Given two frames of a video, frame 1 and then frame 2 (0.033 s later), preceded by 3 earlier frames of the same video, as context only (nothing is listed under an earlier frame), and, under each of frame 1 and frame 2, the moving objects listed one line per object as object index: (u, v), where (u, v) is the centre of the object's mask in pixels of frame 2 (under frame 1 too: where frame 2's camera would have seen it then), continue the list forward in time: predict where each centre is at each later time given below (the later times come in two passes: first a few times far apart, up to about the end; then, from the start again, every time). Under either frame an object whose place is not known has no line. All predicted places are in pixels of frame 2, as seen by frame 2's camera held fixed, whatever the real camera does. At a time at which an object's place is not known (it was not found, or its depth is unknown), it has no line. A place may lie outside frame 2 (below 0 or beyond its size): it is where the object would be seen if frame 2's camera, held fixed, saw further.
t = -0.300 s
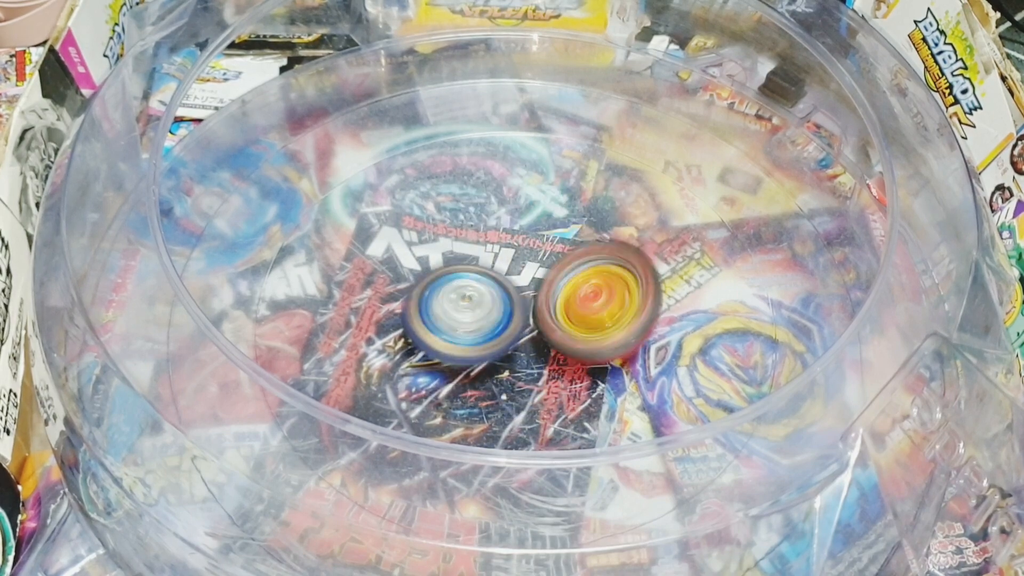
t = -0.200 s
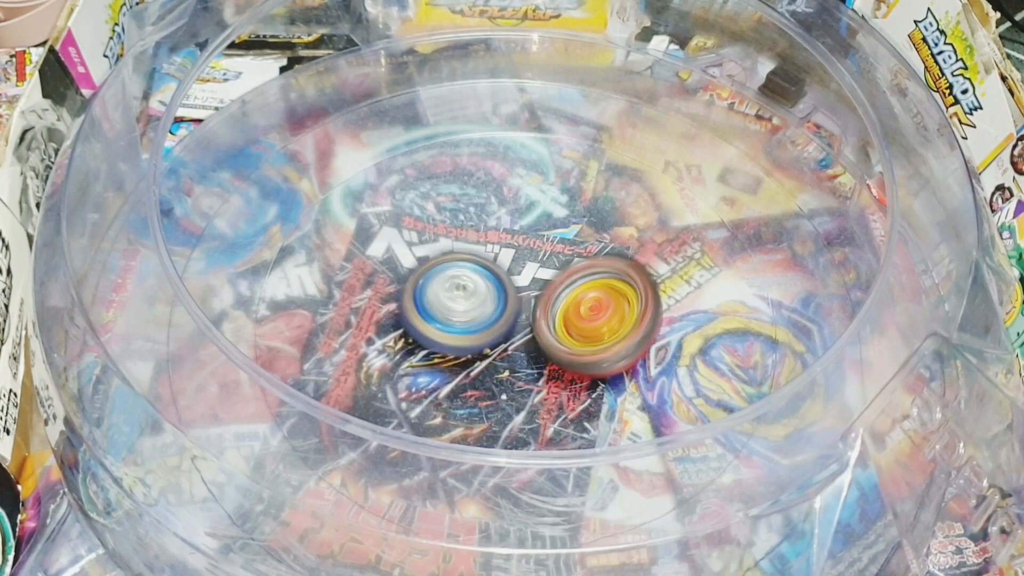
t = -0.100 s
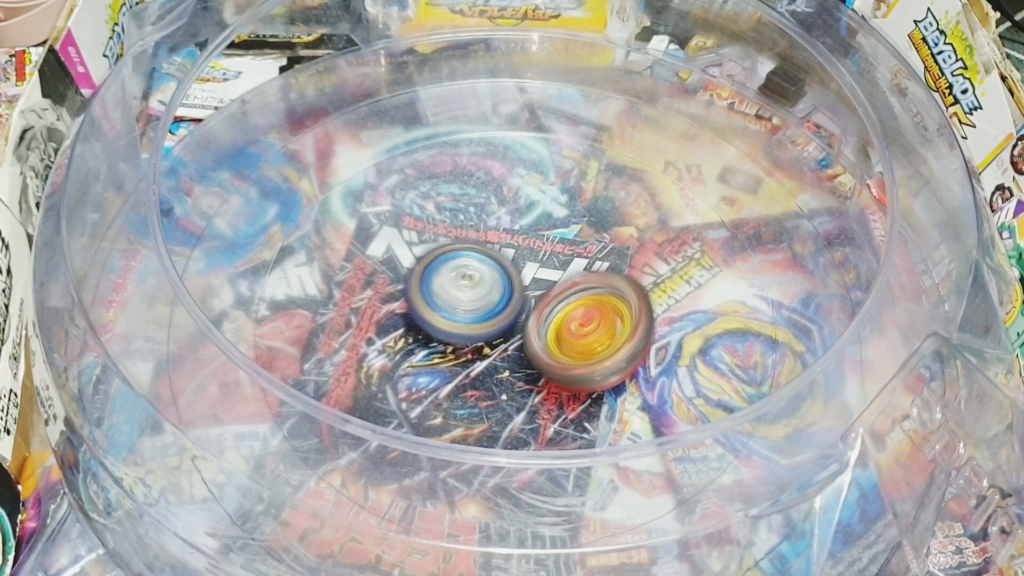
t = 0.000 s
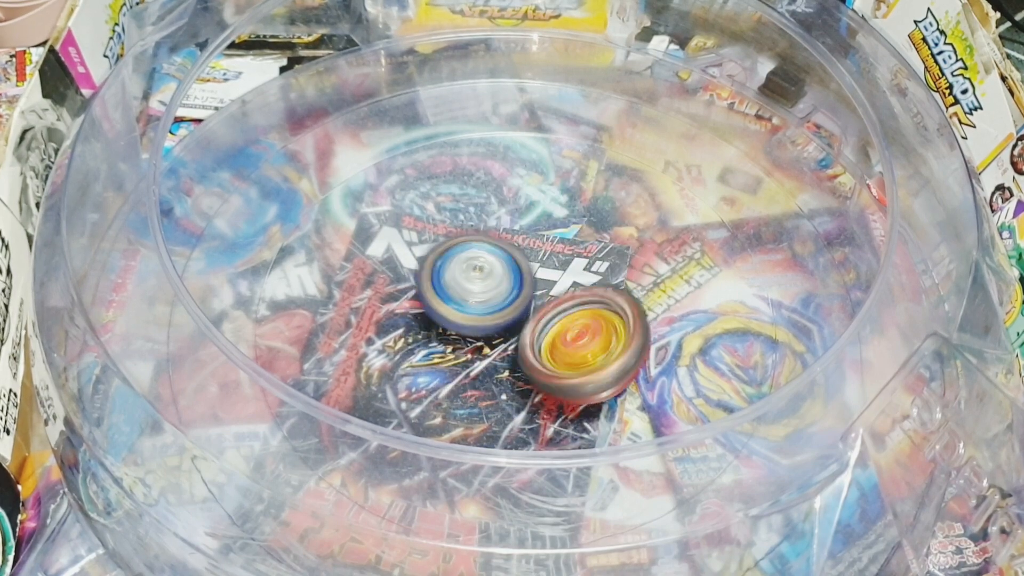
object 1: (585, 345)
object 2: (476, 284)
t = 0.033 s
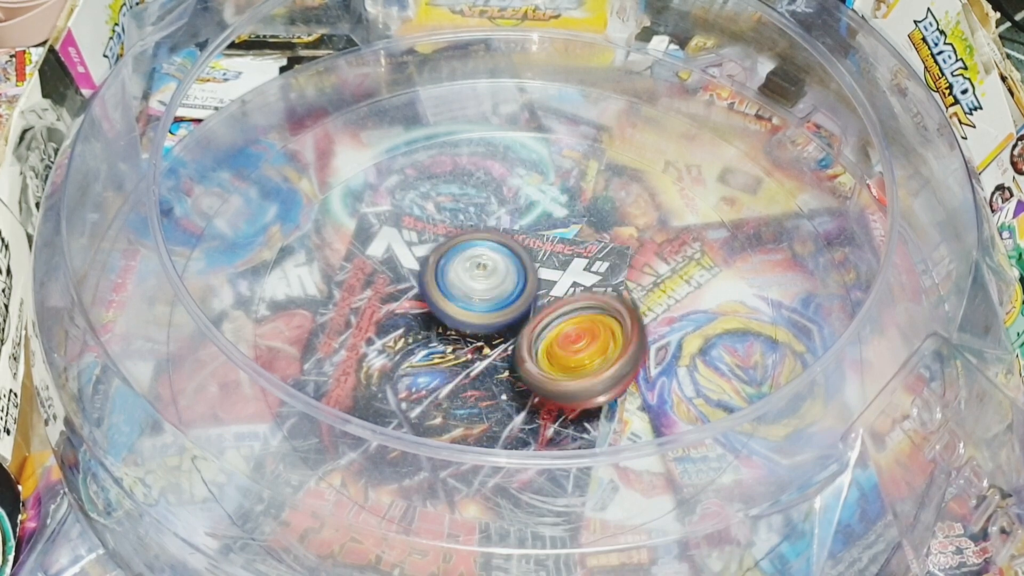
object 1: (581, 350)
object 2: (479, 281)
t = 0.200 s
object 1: (568, 363)
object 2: (490, 264)
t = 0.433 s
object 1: (534, 368)
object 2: (513, 264)
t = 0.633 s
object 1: (498, 370)
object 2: (529, 268)
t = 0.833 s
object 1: (467, 357)
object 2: (538, 270)
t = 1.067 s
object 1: (447, 333)
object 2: (555, 272)
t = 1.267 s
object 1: (441, 308)
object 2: (572, 285)
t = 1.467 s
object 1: (445, 283)
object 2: (580, 307)
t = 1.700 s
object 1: (465, 259)
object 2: (568, 334)
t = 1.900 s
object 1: (492, 247)
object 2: (550, 348)
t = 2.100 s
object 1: (524, 242)
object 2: (524, 359)
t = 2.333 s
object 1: (558, 250)
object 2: (494, 346)
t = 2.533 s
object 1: (584, 262)
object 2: (478, 334)
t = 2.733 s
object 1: (604, 283)
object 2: (467, 323)
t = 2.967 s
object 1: (606, 315)
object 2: (462, 312)
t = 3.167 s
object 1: (594, 342)
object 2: (466, 300)
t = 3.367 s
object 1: (569, 361)
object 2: (475, 286)
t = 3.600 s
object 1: (539, 369)
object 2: (499, 270)
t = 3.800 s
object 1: (504, 362)
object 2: (532, 261)
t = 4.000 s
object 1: (465, 348)
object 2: (558, 272)
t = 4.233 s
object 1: (444, 321)
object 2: (573, 296)
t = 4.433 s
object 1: (444, 298)
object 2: (578, 313)
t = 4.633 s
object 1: (458, 279)
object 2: (581, 329)
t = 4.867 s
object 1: (488, 261)
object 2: (571, 346)
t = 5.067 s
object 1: (516, 251)
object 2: (550, 357)
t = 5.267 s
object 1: (550, 248)
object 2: (522, 359)
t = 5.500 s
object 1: (577, 258)
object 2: (484, 353)
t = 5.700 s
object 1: (592, 285)
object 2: (470, 330)
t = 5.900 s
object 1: (598, 309)
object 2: (466, 310)
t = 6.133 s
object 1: (586, 337)
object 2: (470, 286)
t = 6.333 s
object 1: (557, 357)
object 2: (480, 272)
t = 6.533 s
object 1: (528, 368)
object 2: (502, 262)
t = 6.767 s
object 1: (500, 363)
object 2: (530, 260)
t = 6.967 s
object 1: (479, 350)
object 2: (556, 266)
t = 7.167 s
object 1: (461, 329)
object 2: (578, 272)
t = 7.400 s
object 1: (452, 305)
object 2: (592, 293)
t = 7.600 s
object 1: (461, 284)
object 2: (595, 315)
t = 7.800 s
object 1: (482, 267)
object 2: (583, 336)
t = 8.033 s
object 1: (510, 255)
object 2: (561, 355)
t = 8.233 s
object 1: (541, 254)
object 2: (530, 362)
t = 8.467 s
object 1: (564, 264)
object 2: (489, 361)
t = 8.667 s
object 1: (577, 284)
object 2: (467, 345)
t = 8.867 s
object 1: (584, 302)
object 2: (455, 327)
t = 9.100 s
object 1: (585, 320)
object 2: (450, 301)
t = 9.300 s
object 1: (573, 332)
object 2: (455, 280)
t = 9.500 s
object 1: (562, 339)
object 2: (466, 264)
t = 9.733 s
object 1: (546, 344)
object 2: (483, 246)
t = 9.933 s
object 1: (535, 354)
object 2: (506, 242)
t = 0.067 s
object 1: (578, 354)
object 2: (482, 279)
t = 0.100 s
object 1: (574, 357)
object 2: (486, 277)
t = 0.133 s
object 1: (574, 361)
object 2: (486, 271)
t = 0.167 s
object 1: (573, 362)
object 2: (487, 267)
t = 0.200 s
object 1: (568, 363)
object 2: (490, 264)
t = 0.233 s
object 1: (562, 363)
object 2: (495, 264)
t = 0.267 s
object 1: (555, 363)
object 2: (500, 266)
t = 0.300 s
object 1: (553, 367)
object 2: (501, 262)
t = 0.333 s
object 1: (550, 368)
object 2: (503, 260)
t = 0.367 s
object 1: (546, 368)
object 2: (505, 259)
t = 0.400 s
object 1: (540, 369)
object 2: (508, 260)
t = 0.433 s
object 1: (534, 368)
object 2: (513, 264)
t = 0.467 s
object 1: (527, 371)
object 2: (516, 264)
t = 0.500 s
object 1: (521, 373)
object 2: (520, 262)
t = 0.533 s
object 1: (515, 372)
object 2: (522, 263)
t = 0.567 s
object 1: (509, 371)
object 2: (525, 267)
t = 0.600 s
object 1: (504, 371)
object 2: (527, 267)
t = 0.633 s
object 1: (498, 370)
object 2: (529, 268)
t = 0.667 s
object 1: (493, 369)
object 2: (531, 269)
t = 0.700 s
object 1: (488, 367)
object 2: (533, 269)
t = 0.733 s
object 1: (483, 365)
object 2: (534, 269)
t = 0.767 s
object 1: (477, 363)
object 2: (535, 269)
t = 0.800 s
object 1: (472, 360)
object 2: (537, 270)
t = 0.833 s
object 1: (467, 357)
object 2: (538, 270)
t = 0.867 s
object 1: (463, 356)
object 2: (542, 267)
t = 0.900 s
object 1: (459, 353)
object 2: (543, 267)
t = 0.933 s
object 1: (457, 348)
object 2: (545, 268)
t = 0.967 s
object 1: (454, 344)
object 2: (547, 270)
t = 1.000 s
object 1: (450, 341)
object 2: (550, 270)
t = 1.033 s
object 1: (449, 337)
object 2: (553, 271)
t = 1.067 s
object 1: (447, 333)
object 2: (555, 272)
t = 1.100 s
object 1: (447, 329)
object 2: (557, 273)
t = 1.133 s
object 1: (445, 325)
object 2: (560, 275)
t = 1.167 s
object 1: (444, 320)
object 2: (563, 278)
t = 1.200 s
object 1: (443, 316)
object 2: (566, 280)
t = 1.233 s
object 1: (442, 312)
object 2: (569, 282)
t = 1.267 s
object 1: (441, 308)
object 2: (572, 285)
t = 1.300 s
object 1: (441, 303)
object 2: (573, 288)
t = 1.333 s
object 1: (441, 299)
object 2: (574, 292)
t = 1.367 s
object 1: (441, 294)
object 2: (575, 295)
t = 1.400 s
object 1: (443, 290)
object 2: (575, 300)
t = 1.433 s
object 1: (443, 286)
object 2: (579, 303)
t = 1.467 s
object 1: (445, 283)
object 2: (580, 307)
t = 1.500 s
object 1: (450, 280)
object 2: (578, 311)
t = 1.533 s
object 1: (450, 276)
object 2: (580, 315)
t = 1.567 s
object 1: (452, 272)
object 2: (580, 319)
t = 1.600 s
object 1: (456, 269)
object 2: (577, 323)
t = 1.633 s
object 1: (461, 265)
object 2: (573, 326)
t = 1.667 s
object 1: (463, 262)
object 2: (570, 330)
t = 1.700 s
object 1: (465, 259)
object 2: (568, 334)
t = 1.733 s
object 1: (470, 257)
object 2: (565, 338)
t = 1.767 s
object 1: (474, 255)
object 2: (562, 340)
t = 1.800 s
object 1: (476, 250)
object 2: (561, 344)
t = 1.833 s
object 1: (480, 248)
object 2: (558, 346)
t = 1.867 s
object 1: (486, 247)
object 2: (554, 347)
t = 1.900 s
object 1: (492, 247)
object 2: (550, 348)
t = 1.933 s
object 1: (496, 245)
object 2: (548, 353)
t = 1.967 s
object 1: (501, 245)
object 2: (545, 356)
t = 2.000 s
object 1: (508, 245)
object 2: (539, 357)
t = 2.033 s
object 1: (514, 245)
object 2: (533, 355)
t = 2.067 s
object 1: (520, 245)
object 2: (529, 355)
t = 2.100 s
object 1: (524, 242)
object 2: (524, 359)
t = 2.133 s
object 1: (530, 242)
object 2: (517, 359)
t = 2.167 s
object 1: (535, 243)
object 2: (513, 357)
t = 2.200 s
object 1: (539, 245)
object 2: (508, 355)
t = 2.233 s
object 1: (544, 247)
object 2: (504, 352)
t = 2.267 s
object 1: (550, 247)
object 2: (499, 352)
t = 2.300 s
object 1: (554, 248)
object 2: (496, 349)
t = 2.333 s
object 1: (558, 250)
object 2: (494, 346)
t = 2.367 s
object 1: (564, 249)
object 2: (489, 346)
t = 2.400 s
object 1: (568, 250)
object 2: (486, 342)
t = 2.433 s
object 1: (571, 254)
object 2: (484, 338)
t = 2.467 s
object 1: (576, 257)
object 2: (481, 337)
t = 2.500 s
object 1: (581, 259)
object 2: (478, 336)
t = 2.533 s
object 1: (584, 262)
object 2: (478, 334)
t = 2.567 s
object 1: (587, 266)
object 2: (478, 331)
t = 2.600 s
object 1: (591, 269)
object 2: (476, 328)
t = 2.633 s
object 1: (594, 271)
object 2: (473, 327)
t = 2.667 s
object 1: (596, 276)
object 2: (472, 325)
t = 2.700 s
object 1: (599, 281)
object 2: (471, 324)
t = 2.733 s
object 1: (604, 283)
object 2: (467, 323)
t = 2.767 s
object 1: (604, 286)
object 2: (468, 321)
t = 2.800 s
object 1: (603, 291)
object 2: (469, 319)
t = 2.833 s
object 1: (603, 297)
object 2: (471, 318)
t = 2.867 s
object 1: (605, 301)
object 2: (469, 316)
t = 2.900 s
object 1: (603, 307)
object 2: (469, 315)
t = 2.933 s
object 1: (605, 312)
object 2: (466, 314)
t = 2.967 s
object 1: (606, 315)
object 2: (462, 312)
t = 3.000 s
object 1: (604, 320)
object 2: (462, 309)
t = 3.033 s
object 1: (601, 325)
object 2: (463, 308)
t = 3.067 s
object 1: (598, 329)
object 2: (466, 306)
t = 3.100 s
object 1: (596, 334)
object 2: (468, 305)
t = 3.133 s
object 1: (597, 338)
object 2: (466, 302)
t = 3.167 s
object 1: (594, 342)
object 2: (466, 300)
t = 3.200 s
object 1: (589, 345)
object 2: (469, 298)
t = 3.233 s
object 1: (586, 348)
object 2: (469, 295)
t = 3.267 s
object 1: (582, 352)
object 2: (470, 293)
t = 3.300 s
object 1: (578, 355)
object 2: (472, 292)
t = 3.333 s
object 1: (575, 358)
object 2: (472, 288)
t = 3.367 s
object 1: (569, 361)
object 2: (475, 286)
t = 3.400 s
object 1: (567, 363)
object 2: (476, 283)
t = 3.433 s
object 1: (565, 365)
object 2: (478, 281)
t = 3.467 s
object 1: (560, 365)
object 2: (481, 278)
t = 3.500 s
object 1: (554, 368)
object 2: (485, 277)
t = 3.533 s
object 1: (549, 370)
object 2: (489, 272)
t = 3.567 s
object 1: (544, 369)
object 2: (494, 271)
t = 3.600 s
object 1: (539, 369)
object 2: (499, 270)
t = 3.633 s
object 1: (535, 372)
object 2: (503, 264)
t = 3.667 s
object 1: (530, 372)
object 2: (508, 259)
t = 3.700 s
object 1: (524, 370)
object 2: (514, 258)
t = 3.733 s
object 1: (518, 367)
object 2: (521, 259)
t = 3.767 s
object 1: (511, 364)
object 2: (527, 260)
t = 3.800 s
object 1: (504, 362)
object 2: (532, 261)
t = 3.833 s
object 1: (497, 361)
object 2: (537, 262)
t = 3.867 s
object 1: (490, 360)
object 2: (543, 262)
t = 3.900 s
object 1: (483, 357)
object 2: (548, 264)
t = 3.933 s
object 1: (478, 354)
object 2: (552, 267)
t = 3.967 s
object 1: (471, 351)
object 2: (555, 270)
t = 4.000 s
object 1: (465, 348)
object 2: (558, 272)
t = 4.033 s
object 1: (459, 344)
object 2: (562, 276)
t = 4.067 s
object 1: (455, 342)
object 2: (566, 279)
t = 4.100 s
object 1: (452, 337)
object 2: (568, 282)
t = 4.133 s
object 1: (450, 333)
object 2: (569, 286)
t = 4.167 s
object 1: (447, 328)
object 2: (571, 289)
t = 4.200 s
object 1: (445, 325)
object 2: (572, 293)
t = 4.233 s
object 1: (444, 321)
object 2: (573, 296)
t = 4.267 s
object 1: (441, 317)
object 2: (574, 299)
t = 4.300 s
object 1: (440, 314)
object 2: (575, 301)
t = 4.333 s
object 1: (442, 310)
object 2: (575, 304)
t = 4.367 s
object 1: (442, 306)
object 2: (578, 306)
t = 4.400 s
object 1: (443, 302)
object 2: (578, 309)
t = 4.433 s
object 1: (444, 298)
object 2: (578, 313)
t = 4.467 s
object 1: (444, 295)
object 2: (580, 315)
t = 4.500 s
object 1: (448, 292)
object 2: (579, 318)
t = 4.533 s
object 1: (451, 288)
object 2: (579, 321)
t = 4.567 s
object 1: (453, 285)
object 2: (580, 323)
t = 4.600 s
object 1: (455, 283)
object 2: (580, 326)
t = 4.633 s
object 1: (458, 279)
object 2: (581, 329)
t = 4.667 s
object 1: (461, 277)
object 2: (580, 332)
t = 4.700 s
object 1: (466, 275)
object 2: (577, 333)
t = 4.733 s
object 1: (469, 271)
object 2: (580, 337)
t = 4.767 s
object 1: (472, 268)
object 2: (581, 341)
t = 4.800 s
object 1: (477, 266)
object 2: (578, 344)
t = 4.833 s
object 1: (483, 264)
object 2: (574, 345)
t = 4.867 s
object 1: (488, 261)
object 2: (571, 346)
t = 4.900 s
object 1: (491, 258)
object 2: (568, 348)
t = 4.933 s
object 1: (496, 256)
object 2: (565, 350)
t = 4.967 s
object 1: (500, 254)
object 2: (563, 352)
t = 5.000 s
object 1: (504, 251)
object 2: (560, 356)
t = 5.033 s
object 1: (509, 251)
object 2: (555, 357)
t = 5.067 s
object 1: (516, 251)
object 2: (550, 357)
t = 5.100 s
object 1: (523, 250)
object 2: (546, 357)
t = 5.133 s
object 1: (530, 249)
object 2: (543, 358)
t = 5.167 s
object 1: (536, 248)
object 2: (539, 358)
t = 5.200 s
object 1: (541, 247)
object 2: (533, 358)
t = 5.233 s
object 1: (546, 248)
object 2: (528, 357)
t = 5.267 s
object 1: (550, 248)
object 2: (522, 359)
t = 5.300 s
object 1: (554, 250)
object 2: (516, 358)
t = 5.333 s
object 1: (557, 251)
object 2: (512, 356)
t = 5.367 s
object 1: (560, 253)
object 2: (508, 353)
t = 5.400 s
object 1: (565, 251)
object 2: (500, 357)
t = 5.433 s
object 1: (571, 252)
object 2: (494, 357)
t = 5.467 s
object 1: (574, 254)
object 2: (489, 355)
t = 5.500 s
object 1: (577, 258)
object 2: (484, 353)
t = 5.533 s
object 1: (580, 262)
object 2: (481, 349)
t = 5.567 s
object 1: (581, 265)
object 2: (478, 345)
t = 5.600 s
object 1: (582, 270)
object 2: (478, 341)
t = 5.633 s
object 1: (585, 275)
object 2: (476, 336)
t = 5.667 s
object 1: (591, 280)
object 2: (472, 333)
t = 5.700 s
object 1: (592, 285)
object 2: (470, 330)
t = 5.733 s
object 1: (594, 289)
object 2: (468, 326)
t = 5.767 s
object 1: (597, 291)
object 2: (464, 323)
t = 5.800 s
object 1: (598, 295)
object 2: (463, 320)
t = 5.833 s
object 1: (598, 300)
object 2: (464, 316)
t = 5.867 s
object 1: (597, 305)
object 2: (465, 313)
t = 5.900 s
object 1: (598, 309)
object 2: (466, 310)
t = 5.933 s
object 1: (600, 313)
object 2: (463, 306)
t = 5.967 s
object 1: (599, 316)
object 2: (463, 302)
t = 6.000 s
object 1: (596, 321)
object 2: (464, 299)
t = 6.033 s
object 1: (593, 324)
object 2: (466, 296)
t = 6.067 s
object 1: (591, 328)
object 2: (467, 294)
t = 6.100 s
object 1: (590, 333)
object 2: (468, 290)
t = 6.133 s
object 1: (586, 337)
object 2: (470, 286)
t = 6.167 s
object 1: (583, 342)
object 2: (471, 283)
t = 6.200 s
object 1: (580, 347)
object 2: (470, 279)
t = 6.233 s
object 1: (575, 350)
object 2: (471, 275)
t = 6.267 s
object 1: (569, 353)
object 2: (474, 274)
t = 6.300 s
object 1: (562, 354)
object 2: (478, 273)
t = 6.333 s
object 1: (557, 357)
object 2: (480, 272)
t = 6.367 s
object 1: (551, 360)
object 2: (483, 270)
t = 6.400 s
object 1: (547, 362)
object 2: (487, 268)
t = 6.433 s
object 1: (542, 363)
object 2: (491, 267)
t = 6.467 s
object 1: (538, 366)
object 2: (494, 265)
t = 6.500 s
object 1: (534, 369)
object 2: (498, 264)
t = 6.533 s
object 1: (528, 368)
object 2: (502, 262)
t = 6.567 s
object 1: (524, 367)
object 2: (505, 262)
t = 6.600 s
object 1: (519, 366)
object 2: (510, 263)
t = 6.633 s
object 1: (516, 366)
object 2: (514, 262)
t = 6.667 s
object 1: (512, 365)
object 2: (517, 262)
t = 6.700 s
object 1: (507, 367)
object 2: (521, 259)
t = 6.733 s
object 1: (503, 365)
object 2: (526, 259)
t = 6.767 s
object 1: (500, 363)
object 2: (530, 260)
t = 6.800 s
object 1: (496, 360)
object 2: (534, 261)
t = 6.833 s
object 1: (493, 359)
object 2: (539, 262)
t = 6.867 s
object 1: (490, 357)
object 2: (543, 264)
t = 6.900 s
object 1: (486, 354)
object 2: (547, 265)
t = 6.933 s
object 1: (482, 352)
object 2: (552, 265)
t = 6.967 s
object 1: (479, 350)
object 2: (556, 266)
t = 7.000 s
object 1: (477, 346)
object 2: (560, 267)
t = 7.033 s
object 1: (470, 343)
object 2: (564, 266)
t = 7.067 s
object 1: (467, 341)
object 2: (570, 266)
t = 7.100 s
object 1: (466, 337)
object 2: (573, 268)
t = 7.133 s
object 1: (466, 332)
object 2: (573, 271)
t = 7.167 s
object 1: (461, 329)
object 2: (578, 272)
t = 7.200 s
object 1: (456, 327)
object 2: (585, 274)
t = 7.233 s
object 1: (458, 324)
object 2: (588, 277)
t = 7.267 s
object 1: (458, 319)
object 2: (587, 280)
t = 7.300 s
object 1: (459, 315)
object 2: (585, 285)
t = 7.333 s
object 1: (453, 311)
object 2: (589, 287)
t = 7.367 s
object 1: (451, 309)
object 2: (592, 290)
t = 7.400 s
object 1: (452, 305)
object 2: (592, 293)
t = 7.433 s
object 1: (455, 303)
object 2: (592, 297)
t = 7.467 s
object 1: (458, 299)
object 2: (590, 302)
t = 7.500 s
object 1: (459, 295)
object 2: (590, 305)
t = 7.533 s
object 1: (460, 292)
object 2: (590, 308)
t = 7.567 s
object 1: (457, 286)
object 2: (594, 311)
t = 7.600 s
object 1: (461, 284)
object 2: (595, 315)
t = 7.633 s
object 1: (465, 282)
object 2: (594, 319)
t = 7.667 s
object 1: (470, 279)
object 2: (591, 322)
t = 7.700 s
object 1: (473, 275)
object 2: (589, 325)
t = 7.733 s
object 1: (476, 272)
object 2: (588, 329)
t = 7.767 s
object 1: (479, 269)
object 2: (586, 332)
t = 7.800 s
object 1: (482, 267)
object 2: (583, 336)
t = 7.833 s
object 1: (485, 265)
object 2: (580, 339)
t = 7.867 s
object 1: (488, 263)
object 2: (577, 341)
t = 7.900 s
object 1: (492, 260)
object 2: (575, 345)
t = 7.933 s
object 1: (496, 260)
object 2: (572, 348)
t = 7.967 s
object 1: (500, 258)
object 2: (569, 351)
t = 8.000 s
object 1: (505, 257)
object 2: (565, 353)
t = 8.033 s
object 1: (510, 255)
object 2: (561, 355)
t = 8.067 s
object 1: (516, 254)
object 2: (556, 357)
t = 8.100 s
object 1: (521, 253)
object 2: (551, 359)
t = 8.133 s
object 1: (526, 253)
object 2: (546, 361)
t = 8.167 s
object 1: (531, 253)
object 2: (540, 361)
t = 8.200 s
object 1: (537, 254)
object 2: (535, 362)
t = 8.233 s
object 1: (541, 254)
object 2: (530, 362)
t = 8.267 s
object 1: (545, 254)
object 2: (524, 363)
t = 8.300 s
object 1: (549, 255)
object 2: (519, 361)
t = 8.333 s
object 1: (552, 256)
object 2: (514, 360)
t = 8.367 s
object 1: (554, 258)
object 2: (508, 360)
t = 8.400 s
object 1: (559, 260)
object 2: (502, 361)
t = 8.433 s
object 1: (561, 259)
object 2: (494, 362)
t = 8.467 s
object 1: (564, 264)
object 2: (489, 361)
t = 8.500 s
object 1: (567, 267)
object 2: (486, 359)
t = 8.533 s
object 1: (568, 271)
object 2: (483, 355)
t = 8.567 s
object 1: (571, 275)
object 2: (480, 353)
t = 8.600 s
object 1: (573, 277)
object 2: (475, 350)
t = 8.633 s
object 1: (575, 280)
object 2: (469, 347)
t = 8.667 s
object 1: (577, 284)
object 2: (467, 345)
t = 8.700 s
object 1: (579, 289)
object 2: (465, 341)
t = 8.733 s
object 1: (582, 290)
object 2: (458, 338)
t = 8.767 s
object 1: (583, 293)
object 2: (456, 335)
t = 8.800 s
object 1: (583, 295)
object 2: (456, 332)
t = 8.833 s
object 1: (582, 298)
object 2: (456, 329)
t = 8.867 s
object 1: (584, 302)
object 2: (455, 327)
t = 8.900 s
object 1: (586, 304)
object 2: (451, 323)
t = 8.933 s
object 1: (587, 307)
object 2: (449, 319)
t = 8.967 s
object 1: (584, 310)
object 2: (450, 316)
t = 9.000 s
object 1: (584, 312)
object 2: (450, 312)
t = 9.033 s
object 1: (584, 315)
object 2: (450, 308)
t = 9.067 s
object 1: (583, 318)
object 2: (452, 305)
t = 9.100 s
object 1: (585, 320)
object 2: (450, 301)
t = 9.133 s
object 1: (582, 323)
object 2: (452, 298)
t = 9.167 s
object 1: (582, 325)
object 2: (452, 295)
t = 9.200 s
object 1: (579, 326)
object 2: (453, 291)
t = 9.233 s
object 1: (579, 328)
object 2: (454, 288)
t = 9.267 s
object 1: (576, 330)
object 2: (453, 284)
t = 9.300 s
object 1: (573, 332)
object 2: (455, 280)
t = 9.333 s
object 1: (574, 333)
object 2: (456, 276)
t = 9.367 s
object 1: (573, 335)
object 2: (456, 272)
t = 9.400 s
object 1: (571, 336)
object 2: (459, 270)
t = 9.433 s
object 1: (567, 336)
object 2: (462, 268)
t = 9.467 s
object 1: (565, 338)
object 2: (464, 265)
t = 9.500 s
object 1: (562, 339)
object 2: (466, 264)
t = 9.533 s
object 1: (560, 340)
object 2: (467, 261)
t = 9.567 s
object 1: (558, 340)
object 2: (470, 259)
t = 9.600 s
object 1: (556, 342)
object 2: (472, 256)
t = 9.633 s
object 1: (552, 343)
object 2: (475, 254)
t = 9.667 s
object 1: (551, 346)
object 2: (477, 250)
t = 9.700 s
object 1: (549, 345)
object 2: (479, 246)
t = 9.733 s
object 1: (546, 344)
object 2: (483, 246)
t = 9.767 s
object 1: (544, 344)
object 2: (488, 246)
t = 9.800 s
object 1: (543, 349)
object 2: (489, 244)
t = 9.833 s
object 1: (541, 350)
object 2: (494, 244)
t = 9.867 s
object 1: (538, 349)
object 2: (498, 244)
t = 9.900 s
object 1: (538, 349)
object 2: (504, 245)
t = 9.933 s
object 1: (535, 354)
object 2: (506, 242)
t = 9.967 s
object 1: (533, 355)
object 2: (510, 240)
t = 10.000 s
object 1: (530, 352)
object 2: (514, 241)
